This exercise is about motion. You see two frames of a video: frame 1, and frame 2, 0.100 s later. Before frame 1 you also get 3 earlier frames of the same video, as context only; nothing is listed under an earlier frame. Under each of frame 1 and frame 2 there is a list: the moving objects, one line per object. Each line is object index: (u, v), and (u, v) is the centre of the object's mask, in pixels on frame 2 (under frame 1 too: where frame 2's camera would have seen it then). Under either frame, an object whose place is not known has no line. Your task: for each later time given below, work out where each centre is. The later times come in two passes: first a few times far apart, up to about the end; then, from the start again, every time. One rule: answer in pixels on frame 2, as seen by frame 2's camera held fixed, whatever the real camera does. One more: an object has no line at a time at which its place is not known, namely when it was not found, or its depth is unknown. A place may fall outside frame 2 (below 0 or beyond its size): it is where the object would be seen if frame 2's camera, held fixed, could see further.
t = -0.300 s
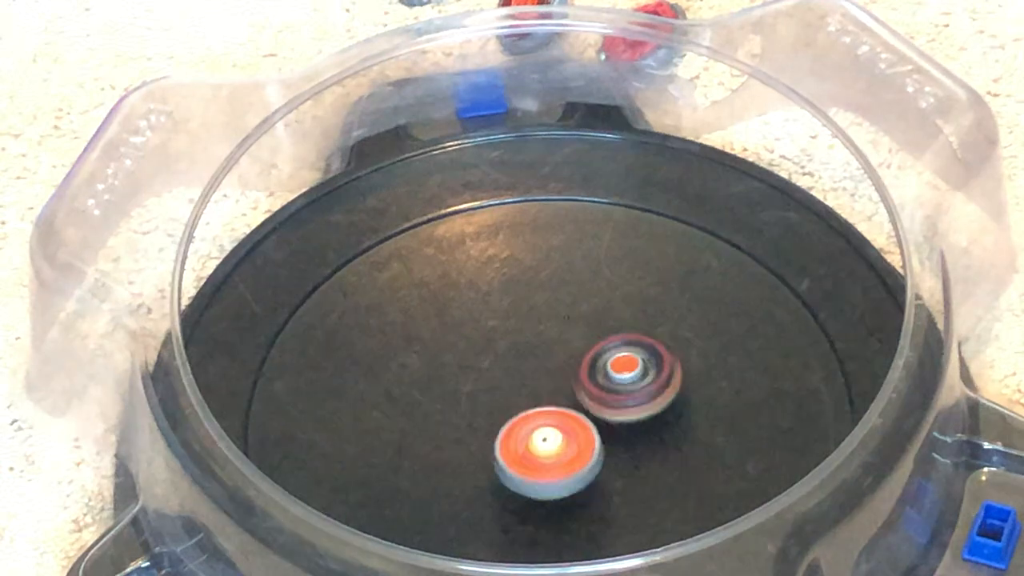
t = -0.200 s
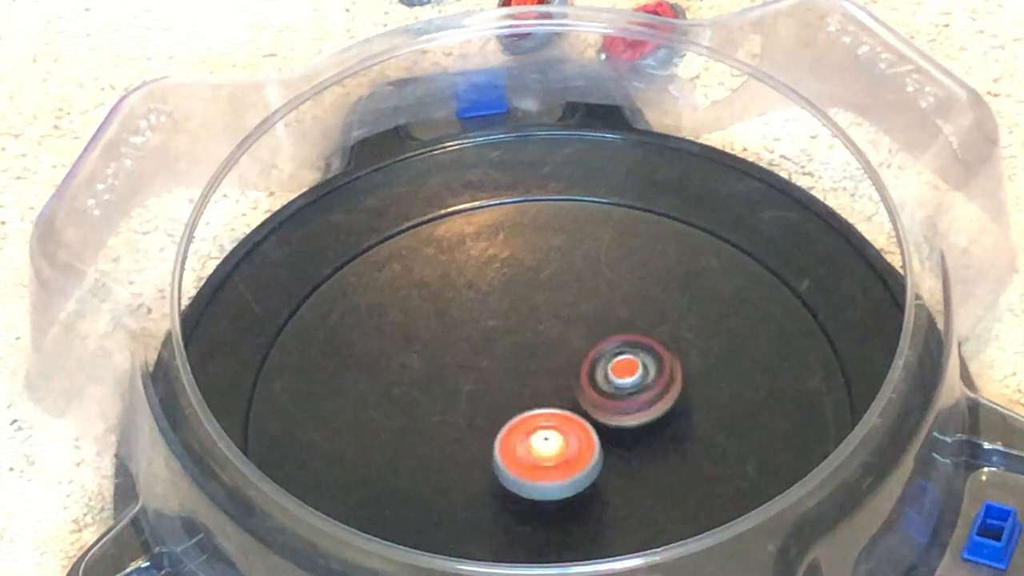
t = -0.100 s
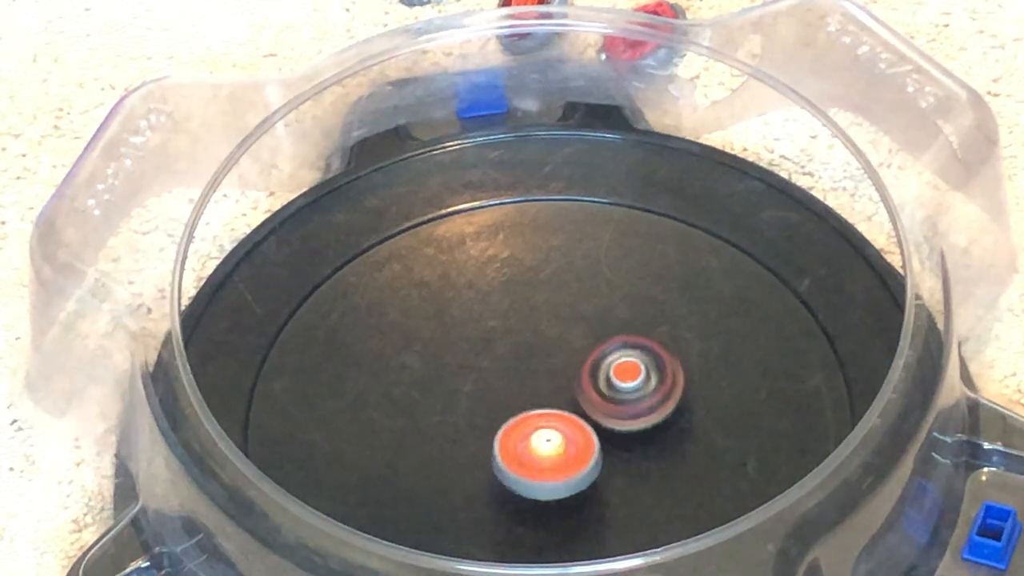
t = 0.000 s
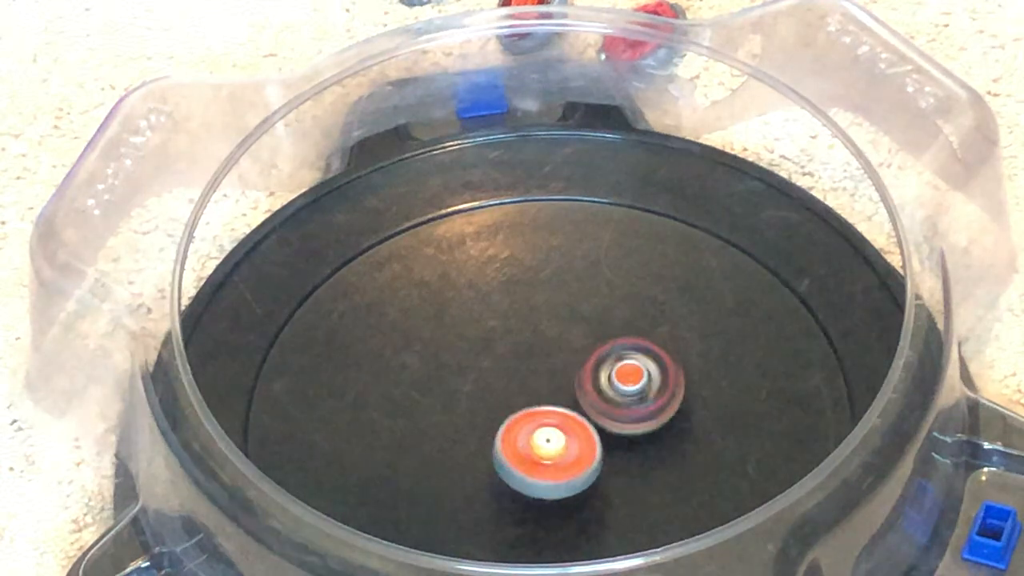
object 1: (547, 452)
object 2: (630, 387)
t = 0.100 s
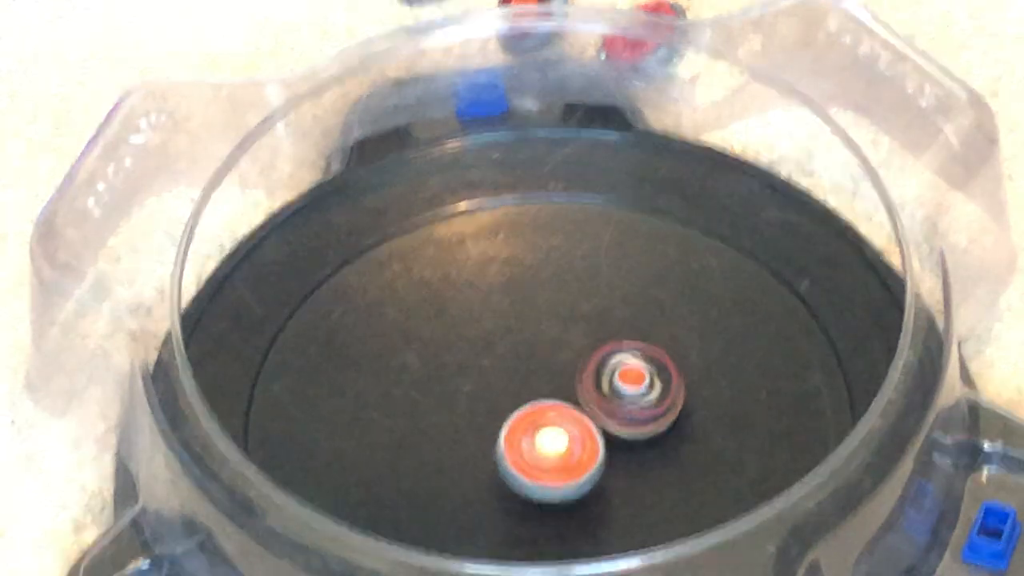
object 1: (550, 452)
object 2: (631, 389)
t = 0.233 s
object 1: (552, 451)
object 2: (635, 389)
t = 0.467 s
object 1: (544, 455)
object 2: (645, 385)
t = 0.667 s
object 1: (546, 455)
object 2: (647, 390)
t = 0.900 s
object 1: (554, 453)
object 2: (648, 396)
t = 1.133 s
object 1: (563, 454)
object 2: (650, 399)
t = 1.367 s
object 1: (559, 451)
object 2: (654, 401)
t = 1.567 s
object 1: (555, 446)
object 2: (656, 405)
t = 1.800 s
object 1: (554, 441)
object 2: (656, 407)
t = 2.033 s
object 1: (538, 441)
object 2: (670, 406)
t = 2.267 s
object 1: (541, 440)
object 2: (667, 413)
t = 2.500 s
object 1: (546, 441)
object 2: (668, 419)
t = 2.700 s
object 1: (549, 443)
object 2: (665, 423)
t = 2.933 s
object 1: (548, 443)
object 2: (663, 430)
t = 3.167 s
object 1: (549, 437)
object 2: (661, 433)
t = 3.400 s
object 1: (547, 429)
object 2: (661, 435)
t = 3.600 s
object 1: (548, 431)
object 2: (660, 442)
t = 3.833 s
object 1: (541, 426)
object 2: (663, 450)
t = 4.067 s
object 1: (539, 422)
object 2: (659, 459)
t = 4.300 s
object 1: (539, 426)
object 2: (652, 469)
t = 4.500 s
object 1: (538, 419)
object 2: (626, 482)
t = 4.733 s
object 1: (533, 419)
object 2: (612, 485)
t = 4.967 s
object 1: (534, 416)
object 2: (610, 492)
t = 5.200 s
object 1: (534, 414)
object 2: (602, 494)
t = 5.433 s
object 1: (532, 414)
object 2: (600, 495)
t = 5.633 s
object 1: (530, 417)
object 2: (592, 495)
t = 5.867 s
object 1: (528, 413)
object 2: (592, 500)
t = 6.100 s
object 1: (541, 407)
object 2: (586, 494)
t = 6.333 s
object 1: (549, 391)
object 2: (589, 492)
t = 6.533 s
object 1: (535, 397)
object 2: (583, 493)
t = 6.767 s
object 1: (540, 400)
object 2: (575, 488)
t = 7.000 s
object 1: (547, 398)
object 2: (578, 488)
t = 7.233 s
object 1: (549, 400)
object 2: (577, 492)
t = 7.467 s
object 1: (553, 401)
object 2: (571, 501)
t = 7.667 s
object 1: (542, 398)
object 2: (566, 498)
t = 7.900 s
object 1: (554, 381)
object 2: (567, 488)
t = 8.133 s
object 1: (579, 361)
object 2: (567, 474)
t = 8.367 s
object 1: (598, 370)
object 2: (562, 471)
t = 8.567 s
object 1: (579, 381)
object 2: (551, 471)
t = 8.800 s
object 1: (560, 376)
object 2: (550, 471)
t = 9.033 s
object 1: (552, 381)
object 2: (553, 475)
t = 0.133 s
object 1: (551, 450)
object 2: (632, 389)
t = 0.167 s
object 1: (552, 450)
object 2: (632, 389)
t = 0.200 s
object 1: (553, 450)
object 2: (632, 390)
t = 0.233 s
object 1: (552, 451)
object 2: (635, 389)
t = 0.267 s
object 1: (546, 455)
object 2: (642, 382)
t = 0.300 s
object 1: (542, 454)
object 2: (643, 379)
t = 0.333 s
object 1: (543, 454)
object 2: (643, 381)
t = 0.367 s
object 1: (544, 454)
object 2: (644, 383)
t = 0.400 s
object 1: (545, 455)
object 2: (645, 382)
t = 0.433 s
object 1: (544, 456)
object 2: (645, 383)
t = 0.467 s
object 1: (544, 455)
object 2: (645, 385)
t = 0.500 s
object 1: (544, 456)
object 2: (645, 386)
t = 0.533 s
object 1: (544, 456)
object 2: (646, 387)
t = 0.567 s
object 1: (544, 456)
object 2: (646, 388)
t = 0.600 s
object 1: (544, 455)
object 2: (646, 388)
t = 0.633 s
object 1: (545, 455)
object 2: (647, 390)
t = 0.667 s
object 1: (546, 455)
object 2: (647, 390)
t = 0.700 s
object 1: (547, 453)
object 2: (647, 392)
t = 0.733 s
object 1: (548, 454)
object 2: (647, 392)
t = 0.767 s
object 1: (549, 453)
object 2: (647, 393)
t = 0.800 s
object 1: (551, 453)
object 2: (647, 394)
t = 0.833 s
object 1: (551, 453)
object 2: (648, 395)
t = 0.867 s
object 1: (553, 452)
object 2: (649, 395)
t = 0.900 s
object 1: (554, 453)
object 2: (648, 396)
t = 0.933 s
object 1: (556, 452)
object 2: (648, 396)
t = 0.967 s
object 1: (558, 453)
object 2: (649, 397)
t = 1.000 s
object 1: (558, 452)
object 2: (649, 397)
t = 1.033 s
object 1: (560, 452)
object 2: (649, 397)
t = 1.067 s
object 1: (560, 453)
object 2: (649, 398)
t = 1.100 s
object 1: (562, 452)
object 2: (650, 398)
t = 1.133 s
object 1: (563, 454)
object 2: (650, 399)
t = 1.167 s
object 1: (563, 453)
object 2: (650, 399)
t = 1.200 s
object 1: (560, 455)
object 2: (653, 397)
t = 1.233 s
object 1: (557, 453)
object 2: (652, 396)
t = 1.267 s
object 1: (559, 450)
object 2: (652, 397)
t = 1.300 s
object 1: (560, 450)
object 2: (653, 398)
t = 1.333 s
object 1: (560, 450)
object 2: (653, 400)
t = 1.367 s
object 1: (559, 451)
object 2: (654, 401)
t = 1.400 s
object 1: (558, 450)
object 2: (654, 401)
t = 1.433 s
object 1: (559, 449)
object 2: (654, 403)
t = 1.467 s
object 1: (557, 450)
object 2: (655, 403)
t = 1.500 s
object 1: (555, 448)
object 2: (654, 401)
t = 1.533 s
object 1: (555, 446)
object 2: (653, 403)
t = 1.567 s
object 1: (555, 446)
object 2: (656, 405)
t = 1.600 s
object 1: (551, 447)
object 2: (660, 402)
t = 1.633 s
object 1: (548, 444)
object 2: (657, 402)
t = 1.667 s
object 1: (552, 441)
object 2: (656, 405)
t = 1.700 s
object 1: (554, 443)
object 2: (656, 407)
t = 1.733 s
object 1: (553, 444)
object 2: (656, 408)
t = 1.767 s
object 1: (553, 442)
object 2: (656, 407)
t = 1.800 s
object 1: (554, 441)
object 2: (656, 407)
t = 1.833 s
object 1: (550, 441)
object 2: (660, 405)
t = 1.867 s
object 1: (541, 443)
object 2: (670, 402)
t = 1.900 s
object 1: (538, 439)
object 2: (672, 401)
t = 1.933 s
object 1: (539, 439)
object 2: (670, 401)
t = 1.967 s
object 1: (540, 440)
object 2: (669, 403)
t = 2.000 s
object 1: (540, 441)
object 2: (669, 405)
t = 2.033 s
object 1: (538, 441)
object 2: (670, 406)
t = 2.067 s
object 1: (538, 441)
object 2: (669, 406)
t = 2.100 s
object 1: (539, 440)
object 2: (667, 407)
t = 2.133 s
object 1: (538, 441)
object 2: (667, 410)
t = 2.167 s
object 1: (539, 440)
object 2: (667, 411)
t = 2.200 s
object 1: (539, 441)
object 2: (668, 412)
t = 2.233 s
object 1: (539, 439)
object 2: (668, 412)
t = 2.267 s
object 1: (541, 440)
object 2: (667, 413)
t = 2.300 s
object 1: (541, 441)
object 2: (667, 416)
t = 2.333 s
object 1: (542, 440)
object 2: (667, 416)
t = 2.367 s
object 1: (543, 441)
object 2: (667, 416)
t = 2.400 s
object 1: (544, 440)
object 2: (667, 417)
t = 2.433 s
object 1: (545, 441)
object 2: (668, 418)
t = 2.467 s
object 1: (545, 442)
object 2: (668, 419)
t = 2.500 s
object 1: (546, 441)
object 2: (668, 419)
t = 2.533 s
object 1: (547, 441)
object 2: (667, 420)
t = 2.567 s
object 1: (547, 441)
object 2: (667, 421)
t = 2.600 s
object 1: (548, 442)
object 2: (667, 422)
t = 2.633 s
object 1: (548, 442)
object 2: (666, 423)
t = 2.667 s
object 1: (549, 442)
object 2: (666, 423)
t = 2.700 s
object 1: (549, 443)
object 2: (665, 423)
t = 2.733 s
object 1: (549, 443)
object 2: (665, 424)
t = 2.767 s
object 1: (549, 443)
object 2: (665, 424)
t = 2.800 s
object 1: (548, 444)
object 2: (663, 426)
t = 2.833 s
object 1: (548, 443)
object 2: (663, 427)
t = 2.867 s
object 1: (549, 443)
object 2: (663, 428)
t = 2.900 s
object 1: (548, 443)
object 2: (662, 429)
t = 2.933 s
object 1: (548, 443)
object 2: (663, 430)
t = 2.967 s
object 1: (548, 443)
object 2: (662, 431)
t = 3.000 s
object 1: (548, 441)
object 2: (662, 432)
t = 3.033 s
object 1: (550, 442)
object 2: (662, 434)
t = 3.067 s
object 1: (549, 442)
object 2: (662, 434)
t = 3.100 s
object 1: (549, 441)
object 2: (663, 435)
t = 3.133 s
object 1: (548, 439)
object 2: (664, 433)
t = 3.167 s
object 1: (549, 437)
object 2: (661, 433)
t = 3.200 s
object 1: (544, 436)
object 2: (666, 433)
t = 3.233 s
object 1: (543, 433)
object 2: (665, 431)
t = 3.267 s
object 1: (547, 431)
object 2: (661, 431)
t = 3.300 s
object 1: (547, 433)
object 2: (663, 434)
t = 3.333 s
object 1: (543, 431)
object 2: (665, 433)
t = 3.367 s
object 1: (545, 429)
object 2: (662, 433)
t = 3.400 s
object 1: (547, 429)
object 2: (661, 435)
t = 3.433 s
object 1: (547, 430)
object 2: (660, 437)
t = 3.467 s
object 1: (546, 432)
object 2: (661, 439)
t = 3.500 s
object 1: (544, 430)
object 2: (661, 439)
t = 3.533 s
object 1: (546, 429)
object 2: (660, 440)
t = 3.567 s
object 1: (547, 430)
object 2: (660, 442)
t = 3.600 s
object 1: (548, 431)
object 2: (660, 442)
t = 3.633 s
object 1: (547, 431)
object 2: (660, 443)
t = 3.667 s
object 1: (547, 430)
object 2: (658, 444)
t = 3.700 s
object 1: (542, 427)
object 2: (658, 445)
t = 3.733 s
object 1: (541, 425)
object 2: (658, 446)
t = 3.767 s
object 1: (544, 424)
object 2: (656, 447)
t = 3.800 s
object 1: (547, 425)
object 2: (655, 448)
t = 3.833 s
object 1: (541, 426)
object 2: (663, 450)
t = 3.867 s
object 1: (537, 424)
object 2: (667, 452)
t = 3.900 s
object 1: (540, 423)
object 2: (667, 455)
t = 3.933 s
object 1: (540, 423)
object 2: (665, 456)
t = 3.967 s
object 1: (539, 424)
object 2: (664, 455)
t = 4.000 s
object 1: (537, 424)
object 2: (662, 455)
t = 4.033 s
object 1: (537, 423)
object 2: (660, 457)
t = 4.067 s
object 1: (539, 422)
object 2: (659, 459)
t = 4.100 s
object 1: (540, 425)
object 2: (658, 461)
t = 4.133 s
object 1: (538, 425)
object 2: (658, 462)
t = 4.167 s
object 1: (538, 424)
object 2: (656, 463)
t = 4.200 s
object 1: (539, 424)
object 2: (655, 466)
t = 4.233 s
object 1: (540, 424)
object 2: (655, 468)
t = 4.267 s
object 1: (541, 426)
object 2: (654, 469)
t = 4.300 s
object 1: (539, 426)
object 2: (652, 469)
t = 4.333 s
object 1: (540, 425)
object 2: (648, 469)
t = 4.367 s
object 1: (541, 426)
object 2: (641, 469)
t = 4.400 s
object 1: (539, 425)
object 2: (637, 472)
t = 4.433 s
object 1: (540, 422)
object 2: (632, 474)
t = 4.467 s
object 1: (540, 421)
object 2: (629, 479)
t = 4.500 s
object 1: (538, 419)
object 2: (626, 482)
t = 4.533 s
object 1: (537, 420)
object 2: (621, 484)
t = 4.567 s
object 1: (535, 419)
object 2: (619, 485)
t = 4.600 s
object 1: (534, 418)
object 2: (619, 486)
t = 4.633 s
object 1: (535, 418)
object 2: (618, 485)
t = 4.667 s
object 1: (535, 419)
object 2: (615, 484)
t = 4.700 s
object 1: (534, 418)
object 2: (614, 485)
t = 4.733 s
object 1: (533, 419)
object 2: (612, 485)
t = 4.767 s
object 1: (533, 419)
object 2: (610, 485)
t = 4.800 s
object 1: (534, 418)
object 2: (609, 486)
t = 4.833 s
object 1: (534, 417)
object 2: (609, 489)
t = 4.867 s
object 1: (535, 414)
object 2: (611, 492)
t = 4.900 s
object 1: (539, 413)
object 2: (613, 491)
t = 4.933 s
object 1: (540, 417)
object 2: (611, 488)
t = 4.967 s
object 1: (534, 416)
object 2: (610, 492)
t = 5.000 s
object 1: (530, 409)
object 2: (611, 496)
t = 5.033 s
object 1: (530, 405)
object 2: (614, 495)
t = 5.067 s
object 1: (534, 404)
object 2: (613, 492)
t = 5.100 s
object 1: (538, 407)
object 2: (608, 491)
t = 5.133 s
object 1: (537, 411)
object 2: (605, 492)
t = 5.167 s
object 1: (535, 413)
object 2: (603, 493)
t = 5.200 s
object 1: (534, 414)
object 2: (602, 494)
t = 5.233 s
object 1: (533, 414)
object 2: (603, 495)
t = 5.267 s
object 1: (532, 412)
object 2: (605, 495)
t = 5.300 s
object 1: (534, 411)
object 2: (603, 494)
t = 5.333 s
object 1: (534, 412)
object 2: (602, 494)
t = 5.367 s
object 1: (534, 413)
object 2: (601, 494)
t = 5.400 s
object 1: (533, 414)
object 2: (601, 494)
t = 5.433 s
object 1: (532, 414)
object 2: (600, 495)
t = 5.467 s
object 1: (531, 414)
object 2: (600, 494)
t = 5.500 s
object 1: (532, 413)
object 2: (598, 493)
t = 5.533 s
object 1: (533, 414)
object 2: (595, 494)
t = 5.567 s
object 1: (532, 415)
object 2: (594, 495)
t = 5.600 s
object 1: (532, 416)
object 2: (593, 495)
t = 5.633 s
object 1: (530, 417)
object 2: (592, 495)
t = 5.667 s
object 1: (529, 416)
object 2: (591, 495)
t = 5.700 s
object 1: (530, 415)
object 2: (589, 495)
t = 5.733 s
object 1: (530, 416)
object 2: (588, 497)
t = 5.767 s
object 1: (530, 416)
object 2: (588, 498)
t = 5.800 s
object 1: (530, 417)
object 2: (588, 498)
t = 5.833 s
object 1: (527, 416)
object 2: (589, 500)
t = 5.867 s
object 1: (528, 413)
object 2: (592, 500)
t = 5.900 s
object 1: (533, 410)
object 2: (594, 497)
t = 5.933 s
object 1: (536, 412)
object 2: (592, 493)
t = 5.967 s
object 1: (532, 408)
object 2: (592, 498)
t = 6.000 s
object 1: (534, 404)
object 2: (593, 500)
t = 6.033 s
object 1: (540, 405)
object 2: (592, 497)
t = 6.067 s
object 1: (541, 406)
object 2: (589, 495)
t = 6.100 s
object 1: (541, 407)
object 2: (586, 494)
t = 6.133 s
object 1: (540, 408)
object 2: (583, 495)
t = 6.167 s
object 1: (539, 407)
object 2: (582, 495)
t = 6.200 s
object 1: (539, 406)
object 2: (582, 493)
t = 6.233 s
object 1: (538, 404)
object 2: (582, 493)
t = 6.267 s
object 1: (537, 398)
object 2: (586, 497)
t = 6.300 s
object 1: (541, 392)
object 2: (589, 495)
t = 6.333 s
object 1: (549, 391)
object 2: (589, 492)
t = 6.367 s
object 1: (551, 395)
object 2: (585, 489)
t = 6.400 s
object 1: (549, 398)
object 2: (581, 489)
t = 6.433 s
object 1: (543, 401)
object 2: (579, 491)
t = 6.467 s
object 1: (538, 402)
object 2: (579, 494)
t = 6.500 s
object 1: (534, 399)
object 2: (581, 494)
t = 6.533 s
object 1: (535, 397)
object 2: (583, 493)
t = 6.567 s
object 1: (537, 399)
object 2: (583, 491)
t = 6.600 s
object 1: (536, 400)
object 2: (581, 488)
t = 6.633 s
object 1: (535, 400)
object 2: (578, 488)
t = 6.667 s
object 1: (535, 400)
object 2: (576, 488)
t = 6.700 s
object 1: (535, 399)
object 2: (574, 489)
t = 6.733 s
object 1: (537, 399)
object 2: (575, 489)
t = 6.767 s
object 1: (540, 400)
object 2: (575, 488)
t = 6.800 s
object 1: (540, 401)
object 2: (576, 491)
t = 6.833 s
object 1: (538, 400)
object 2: (579, 494)
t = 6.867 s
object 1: (540, 399)
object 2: (582, 491)
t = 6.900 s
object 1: (542, 402)
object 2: (583, 486)
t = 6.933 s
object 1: (542, 401)
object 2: (582, 486)
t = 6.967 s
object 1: (544, 397)
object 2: (580, 487)
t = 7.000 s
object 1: (547, 398)
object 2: (578, 488)
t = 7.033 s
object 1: (547, 401)
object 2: (575, 490)
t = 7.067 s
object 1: (547, 398)
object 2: (578, 499)
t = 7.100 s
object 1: (551, 393)
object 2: (582, 502)
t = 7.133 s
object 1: (557, 394)
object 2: (586, 499)
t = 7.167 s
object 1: (556, 398)
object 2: (588, 494)
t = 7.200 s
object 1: (552, 403)
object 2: (582, 489)
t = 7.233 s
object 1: (549, 400)
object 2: (577, 492)
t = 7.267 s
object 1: (549, 397)
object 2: (574, 495)
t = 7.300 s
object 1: (551, 394)
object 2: (574, 498)
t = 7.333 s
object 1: (555, 393)
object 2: (575, 501)
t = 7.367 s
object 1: (558, 394)
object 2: (575, 501)
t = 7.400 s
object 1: (559, 397)
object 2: (575, 500)
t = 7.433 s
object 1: (556, 400)
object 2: (573, 500)
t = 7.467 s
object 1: (553, 401)
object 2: (571, 501)
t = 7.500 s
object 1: (549, 402)
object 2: (569, 501)
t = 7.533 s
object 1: (545, 402)
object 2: (566, 499)
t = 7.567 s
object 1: (540, 401)
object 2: (564, 497)
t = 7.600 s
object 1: (538, 398)
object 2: (564, 499)
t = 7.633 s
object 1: (539, 396)
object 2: (566, 499)
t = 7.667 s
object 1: (542, 398)
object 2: (566, 498)
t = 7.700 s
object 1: (544, 399)
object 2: (566, 494)
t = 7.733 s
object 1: (547, 399)
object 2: (565, 492)
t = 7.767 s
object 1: (548, 402)
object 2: (562, 488)
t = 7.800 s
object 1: (549, 397)
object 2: (559, 493)
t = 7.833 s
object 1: (552, 390)
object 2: (562, 494)
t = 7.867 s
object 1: (551, 384)
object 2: (565, 493)
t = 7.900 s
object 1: (554, 381)
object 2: (567, 488)
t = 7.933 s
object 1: (559, 379)
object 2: (563, 481)
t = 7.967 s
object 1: (561, 377)
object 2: (565, 476)
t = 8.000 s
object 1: (565, 377)
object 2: (567, 473)
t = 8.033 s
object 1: (567, 375)
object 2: (566, 468)
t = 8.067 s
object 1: (570, 369)
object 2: (567, 472)
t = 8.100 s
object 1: (574, 362)
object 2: (568, 475)
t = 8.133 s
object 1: (579, 361)
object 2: (567, 474)
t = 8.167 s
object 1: (582, 366)
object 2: (570, 471)
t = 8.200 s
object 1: (582, 372)
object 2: (571, 467)
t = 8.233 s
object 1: (583, 373)
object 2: (570, 471)
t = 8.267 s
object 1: (588, 368)
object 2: (566, 474)
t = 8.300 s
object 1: (593, 366)
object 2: (565, 473)
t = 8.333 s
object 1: (597, 367)
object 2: (561, 472)
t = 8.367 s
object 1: (598, 370)
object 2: (562, 471)
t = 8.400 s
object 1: (595, 374)
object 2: (562, 471)
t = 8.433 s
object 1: (590, 375)
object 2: (563, 468)
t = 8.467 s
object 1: (583, 376)
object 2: (562, 471)
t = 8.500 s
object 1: (579, 376)
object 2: (555, 473)
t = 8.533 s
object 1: (579, 379)
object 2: (551, 472)
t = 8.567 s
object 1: (579, 381)
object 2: (551, 471)
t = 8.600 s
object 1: (579, 380)
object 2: (553, 472)
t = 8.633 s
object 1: (582, 378)
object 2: (553, 473)
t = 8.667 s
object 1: (583, 374)
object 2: (554, 474)
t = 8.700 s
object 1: (579, 372)
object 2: (555, 472)
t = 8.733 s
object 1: (573, 372)
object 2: (552, 473)
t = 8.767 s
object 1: (565, 374)
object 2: (550, 472)
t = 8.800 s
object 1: (560, 376)
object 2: (550, 471)
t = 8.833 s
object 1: (556, 377)
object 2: (551, 472)
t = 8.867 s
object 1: (556, 382)
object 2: (552, 471)
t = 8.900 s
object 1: (557, 383)
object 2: (553, 473)
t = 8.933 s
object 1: (558, 382)
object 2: (553, 476)
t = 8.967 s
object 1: (554, 380)
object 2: (552, 476)
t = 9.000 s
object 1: (552, 380)
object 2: (552, 476)
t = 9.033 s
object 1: (552, 381)
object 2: (553, 475)
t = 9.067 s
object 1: (553, 383)
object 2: (554, 478)
